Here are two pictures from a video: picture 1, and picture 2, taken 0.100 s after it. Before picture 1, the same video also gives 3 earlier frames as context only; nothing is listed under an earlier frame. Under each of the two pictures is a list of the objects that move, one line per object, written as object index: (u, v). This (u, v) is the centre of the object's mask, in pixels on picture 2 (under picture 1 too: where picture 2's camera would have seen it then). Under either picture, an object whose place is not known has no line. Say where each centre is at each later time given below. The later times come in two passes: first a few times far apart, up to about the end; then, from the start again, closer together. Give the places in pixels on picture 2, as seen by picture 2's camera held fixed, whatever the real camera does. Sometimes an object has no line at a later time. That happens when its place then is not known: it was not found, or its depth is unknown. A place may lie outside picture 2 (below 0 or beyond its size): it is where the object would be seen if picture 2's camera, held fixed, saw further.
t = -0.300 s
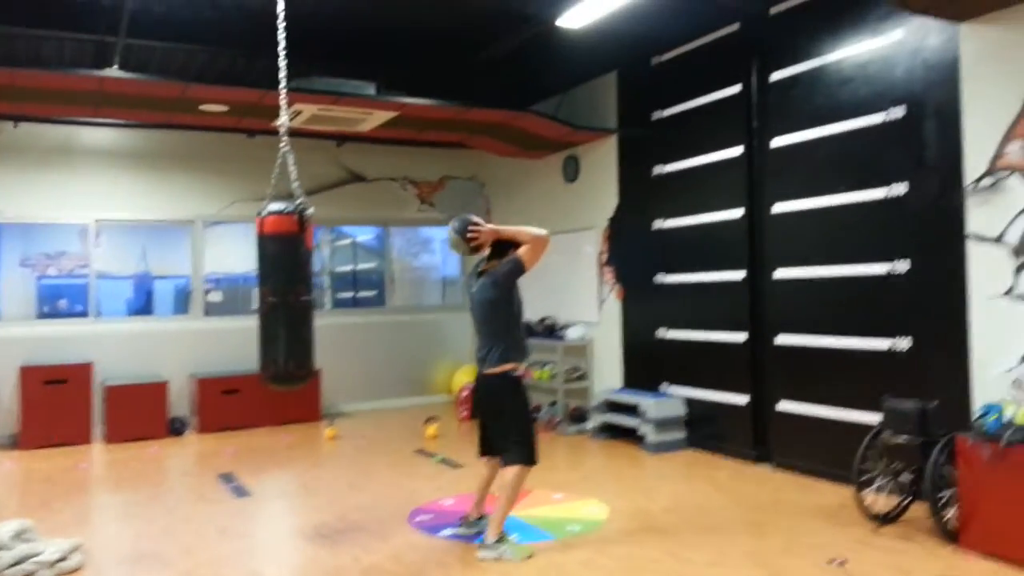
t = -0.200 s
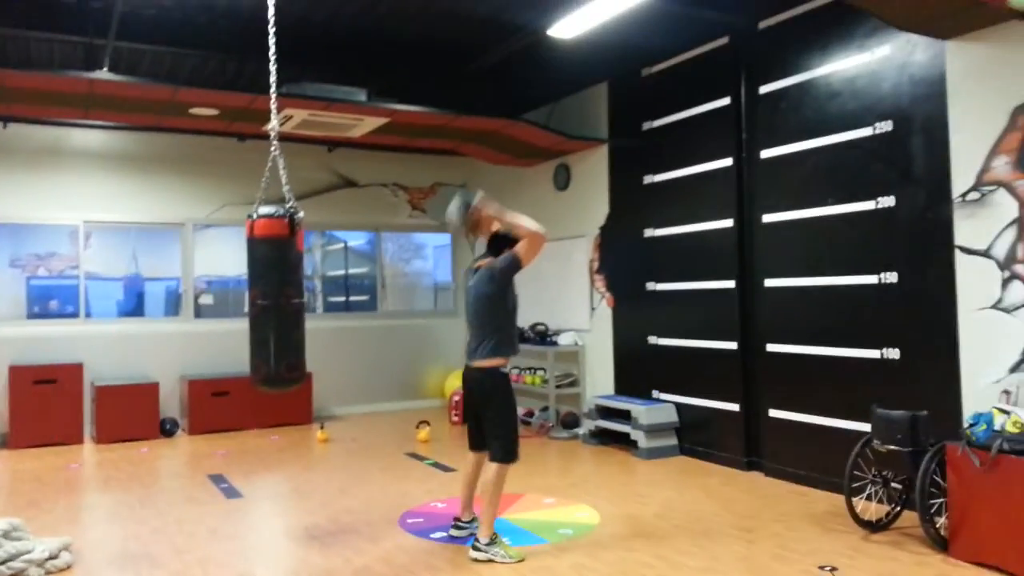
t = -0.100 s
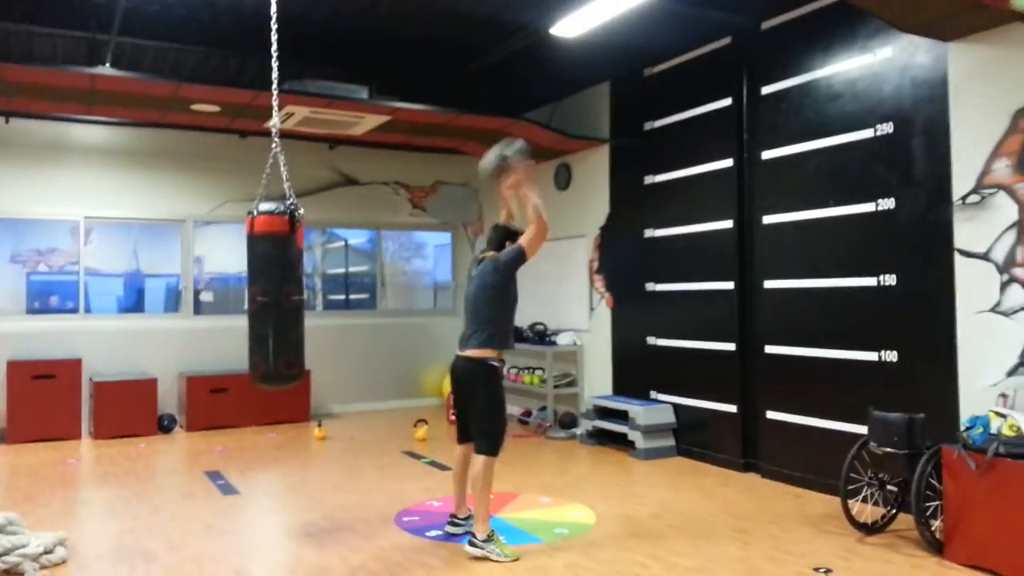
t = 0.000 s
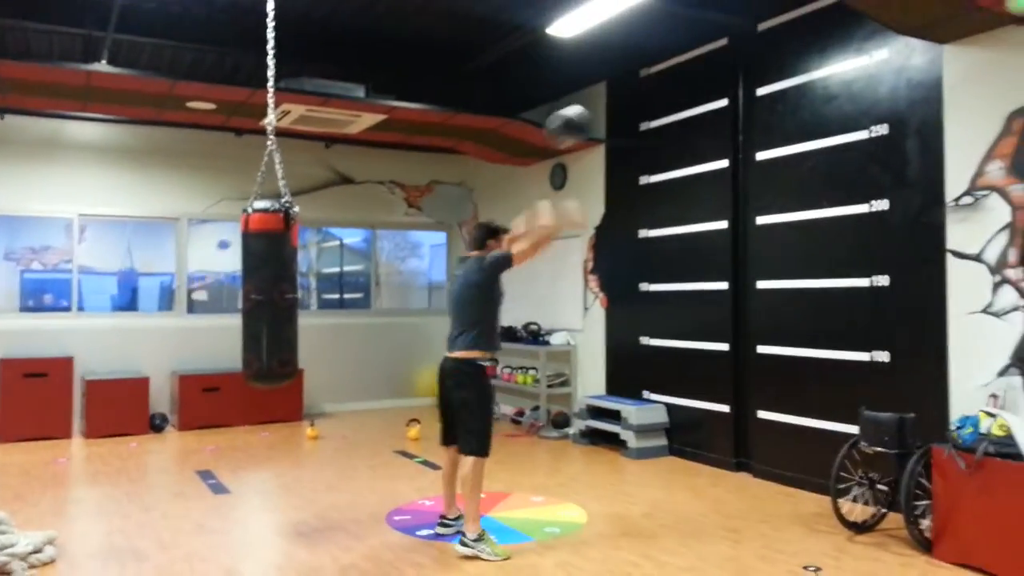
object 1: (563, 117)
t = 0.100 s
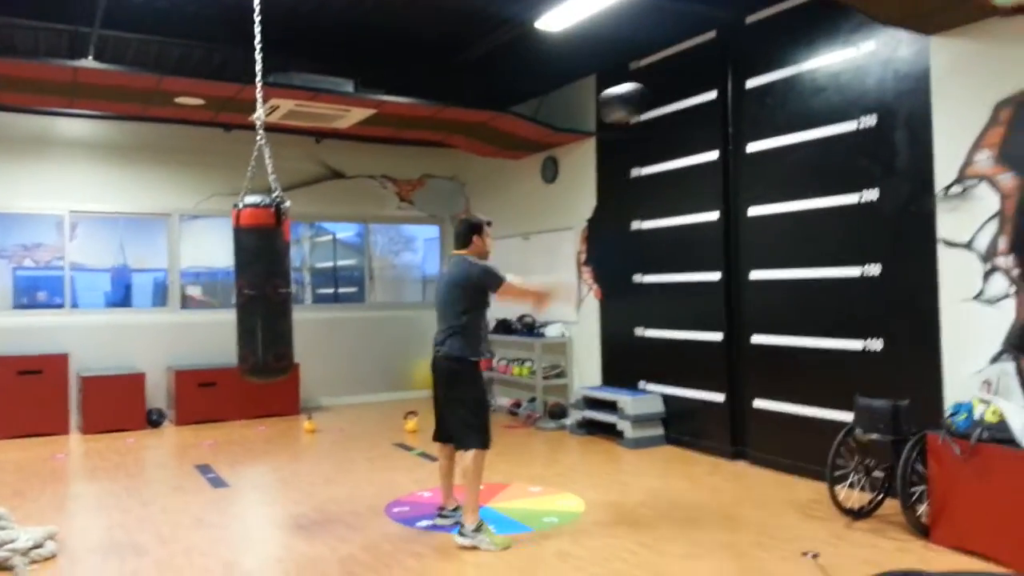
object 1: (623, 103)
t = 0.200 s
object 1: (688, 100)
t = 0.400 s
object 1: (798, 141)
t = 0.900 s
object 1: (660, 395)
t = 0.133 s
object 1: (643, 100)
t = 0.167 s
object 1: (666, 99)
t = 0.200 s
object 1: (688, 100)
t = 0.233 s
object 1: (706, 104)
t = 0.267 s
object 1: (725, 109)
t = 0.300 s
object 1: (743, 114)
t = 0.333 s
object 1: (761, 120)
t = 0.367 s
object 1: (778, 128)
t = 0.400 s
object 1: (798, 141)
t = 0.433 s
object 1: (791, 145)
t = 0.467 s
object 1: (782, 152)
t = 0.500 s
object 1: (773, 161)
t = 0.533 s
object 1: (764, 167)
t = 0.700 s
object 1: (714, 246)
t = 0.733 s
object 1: (706, 265)
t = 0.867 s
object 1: (669, 366)
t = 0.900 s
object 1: (660, 395)
